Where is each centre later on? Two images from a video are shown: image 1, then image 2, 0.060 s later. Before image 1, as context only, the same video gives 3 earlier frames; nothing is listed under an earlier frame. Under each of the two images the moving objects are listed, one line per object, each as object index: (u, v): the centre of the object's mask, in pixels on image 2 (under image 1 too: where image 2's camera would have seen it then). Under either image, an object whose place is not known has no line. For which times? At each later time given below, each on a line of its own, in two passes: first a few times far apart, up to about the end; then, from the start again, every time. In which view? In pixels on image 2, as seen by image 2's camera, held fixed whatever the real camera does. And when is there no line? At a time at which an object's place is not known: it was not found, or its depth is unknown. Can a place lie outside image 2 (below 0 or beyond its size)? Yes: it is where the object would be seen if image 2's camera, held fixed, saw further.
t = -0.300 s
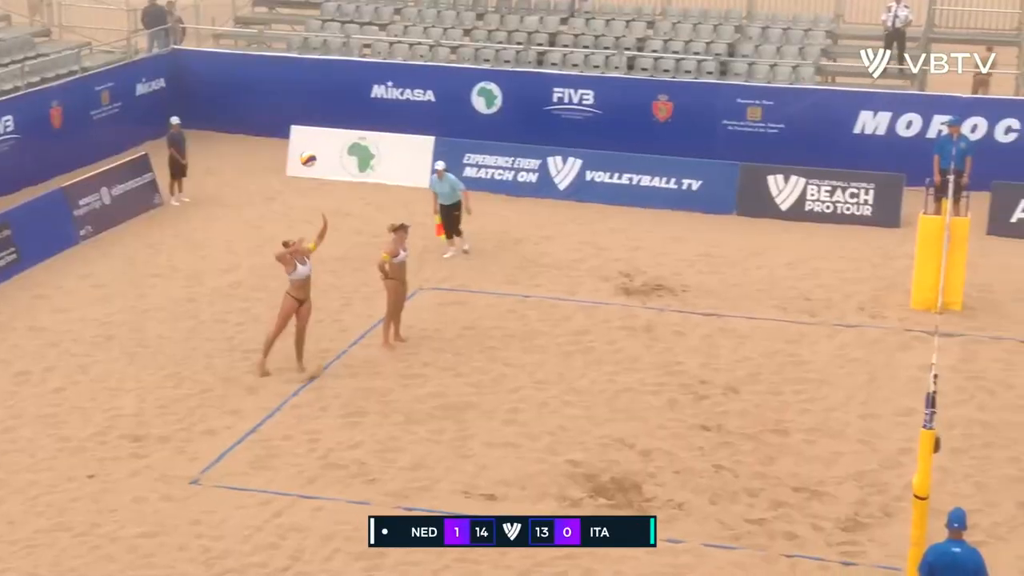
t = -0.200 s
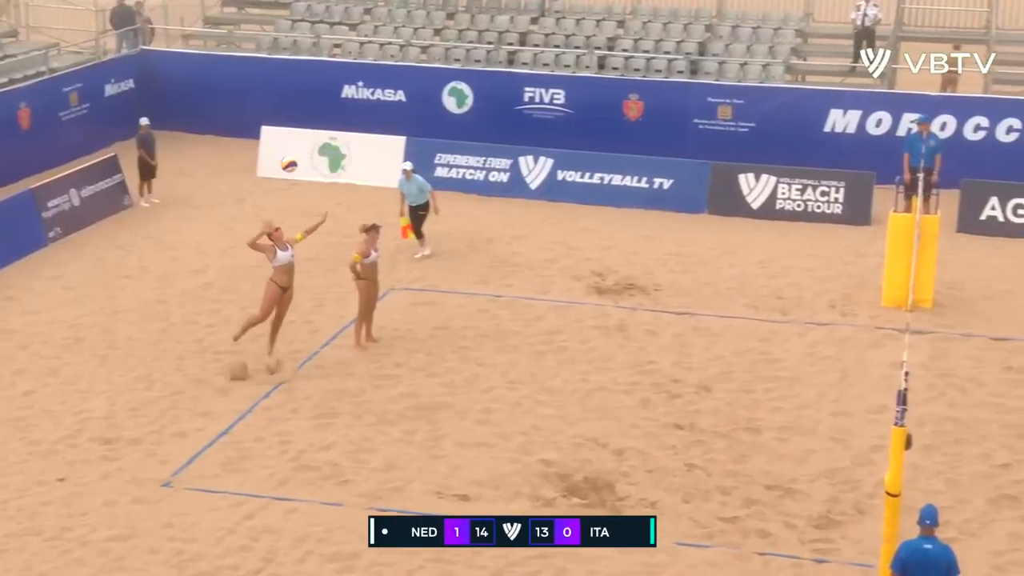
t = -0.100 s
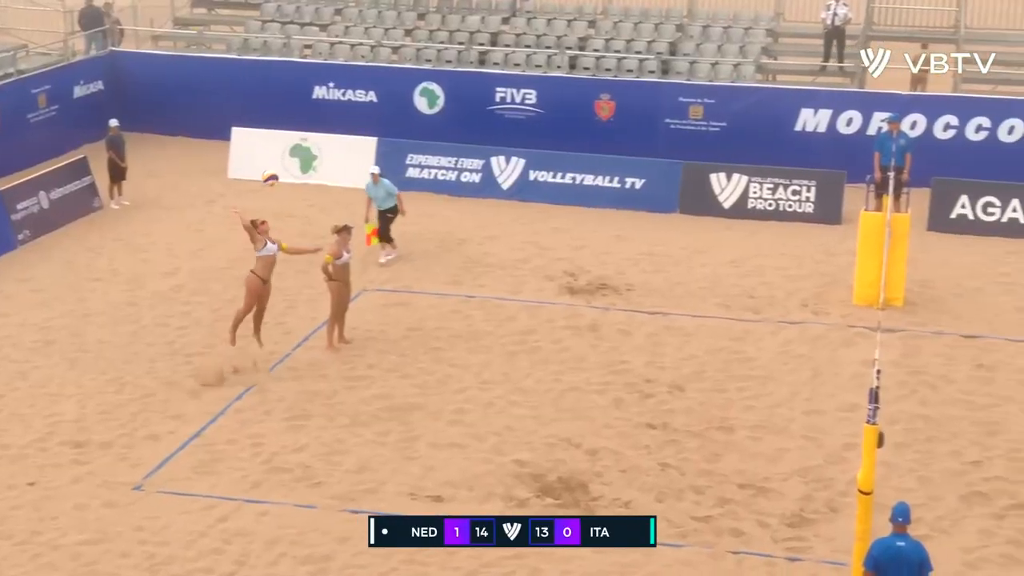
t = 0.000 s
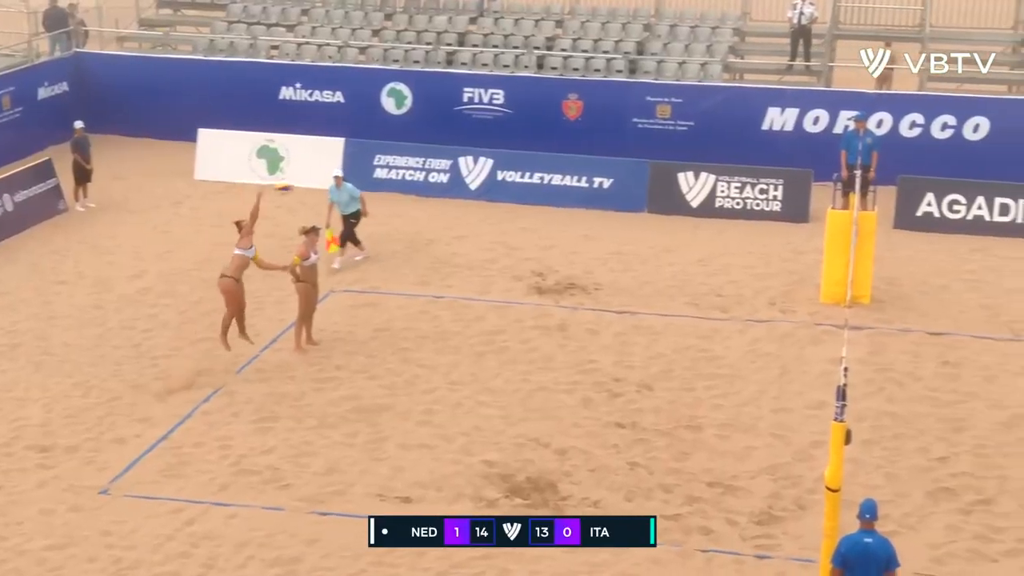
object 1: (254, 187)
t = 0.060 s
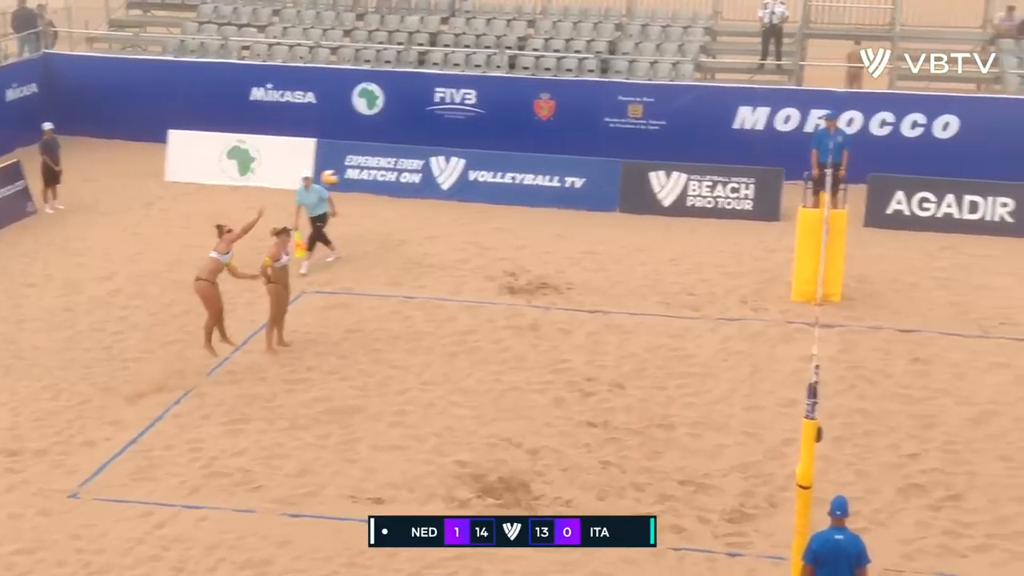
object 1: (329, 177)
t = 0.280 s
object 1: (594, 164)
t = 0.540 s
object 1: (891, 191)
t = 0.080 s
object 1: (353, 176)
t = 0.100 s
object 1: (379, 173)
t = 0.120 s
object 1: (403, 172)
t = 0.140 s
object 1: (428, 170)
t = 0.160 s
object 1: (452, 167)
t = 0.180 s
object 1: (475, 167)
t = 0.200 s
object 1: (498, 165)
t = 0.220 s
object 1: (521, 164)
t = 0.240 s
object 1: (546, 164)
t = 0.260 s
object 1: (570, 163)
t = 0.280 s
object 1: (594, 164)
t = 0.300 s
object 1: (618, 164)
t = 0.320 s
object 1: (641, 165)
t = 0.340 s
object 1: (664, 166)
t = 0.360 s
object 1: (687, 166)
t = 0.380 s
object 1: (710, 168)
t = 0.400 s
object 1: (733, 170)
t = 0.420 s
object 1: (756, 171)
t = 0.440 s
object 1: (779, 174)
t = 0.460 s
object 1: (802, 175)
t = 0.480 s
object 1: (824, 180)
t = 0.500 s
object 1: (847, 183)
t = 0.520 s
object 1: (870, 187)
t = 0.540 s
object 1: (891, 191)
